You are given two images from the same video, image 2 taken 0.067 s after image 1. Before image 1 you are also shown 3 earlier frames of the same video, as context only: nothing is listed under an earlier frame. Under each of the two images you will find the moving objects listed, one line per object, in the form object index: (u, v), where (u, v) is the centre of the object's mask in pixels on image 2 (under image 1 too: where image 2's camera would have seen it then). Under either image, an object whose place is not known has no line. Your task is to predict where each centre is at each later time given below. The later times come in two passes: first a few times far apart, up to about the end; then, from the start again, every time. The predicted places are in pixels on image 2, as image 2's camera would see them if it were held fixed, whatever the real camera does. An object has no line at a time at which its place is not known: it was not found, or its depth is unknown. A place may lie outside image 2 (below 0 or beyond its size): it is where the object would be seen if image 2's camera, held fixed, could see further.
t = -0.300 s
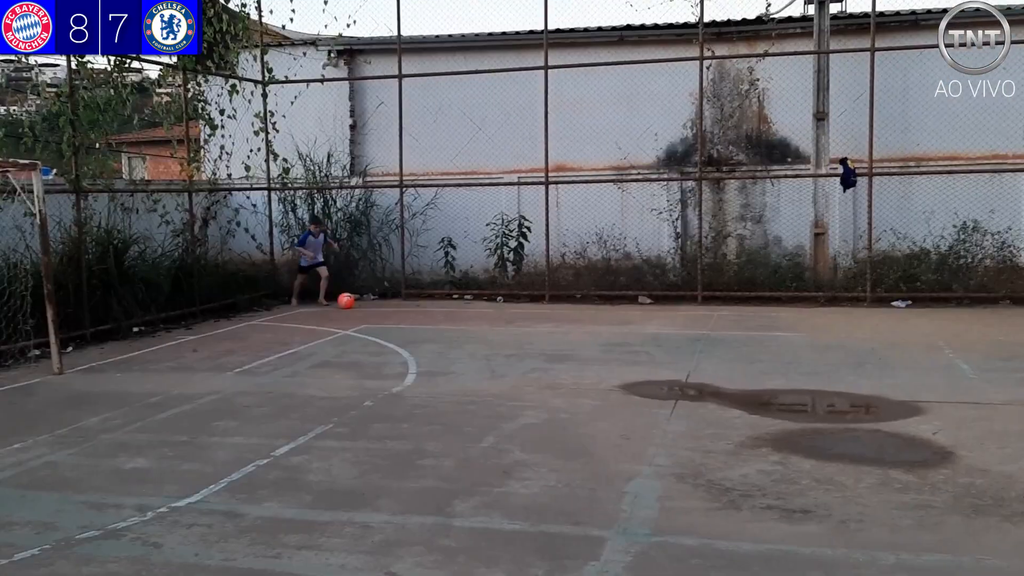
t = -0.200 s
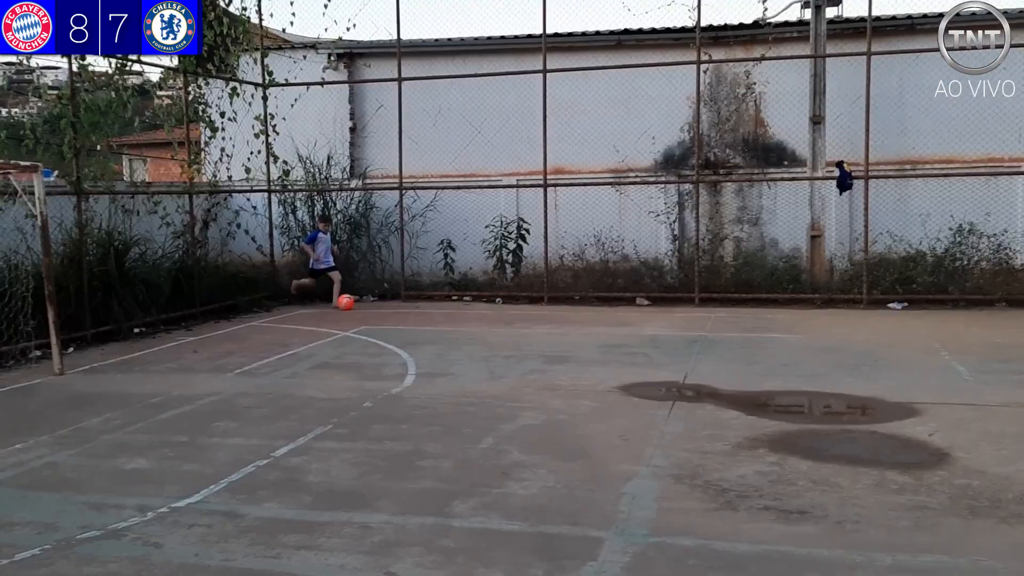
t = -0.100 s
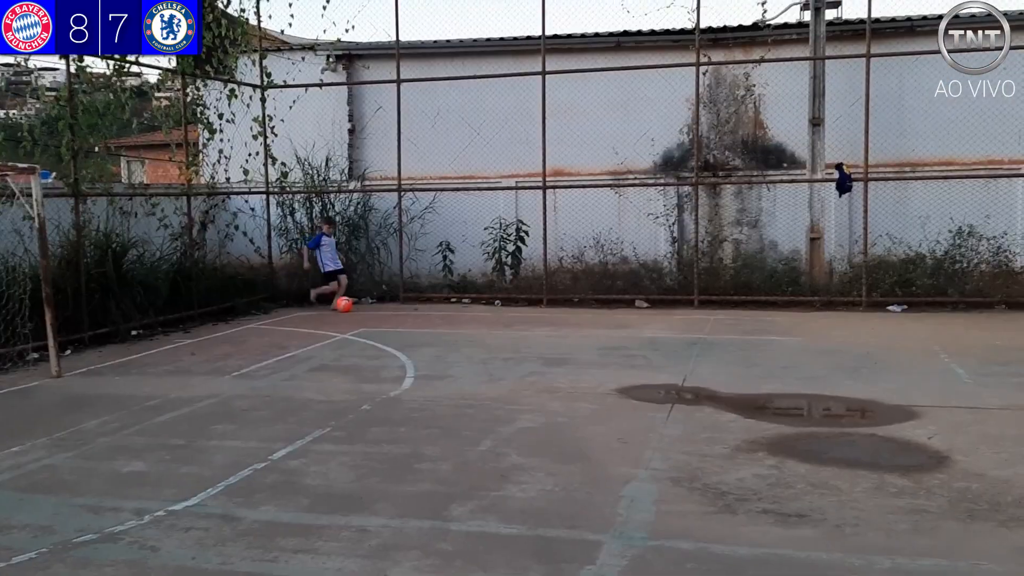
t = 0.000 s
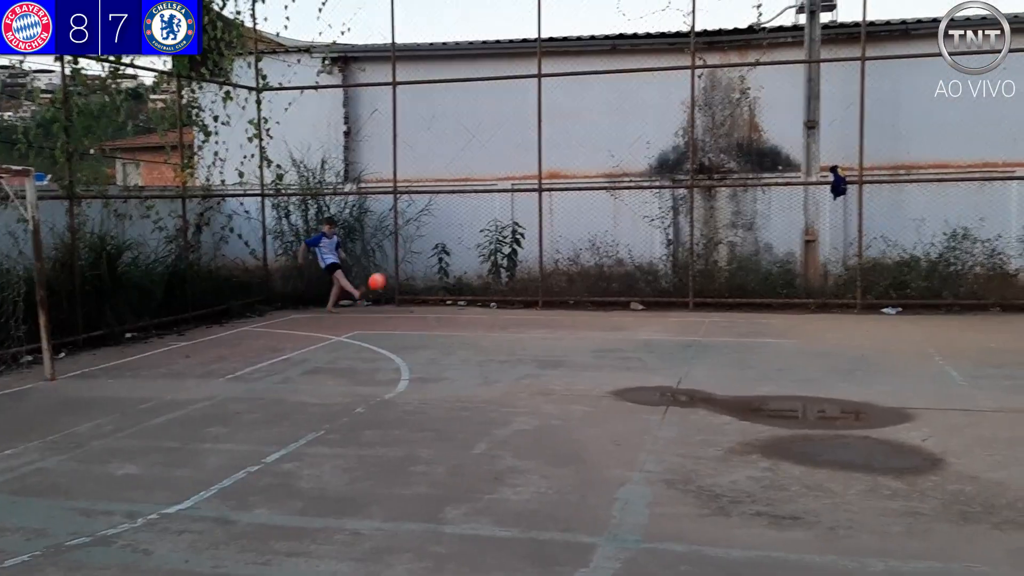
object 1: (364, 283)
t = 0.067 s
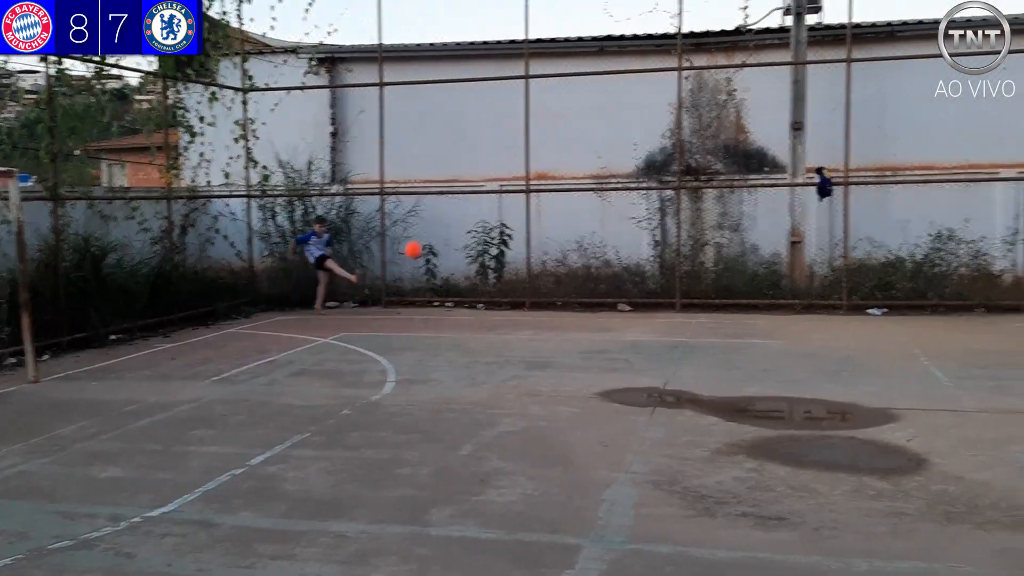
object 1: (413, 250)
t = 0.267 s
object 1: (582, 155)
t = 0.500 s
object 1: (828, 57)
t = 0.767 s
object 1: (1199, -24)
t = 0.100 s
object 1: (439, 234)
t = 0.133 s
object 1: (466, 218)
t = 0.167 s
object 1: (494, 202)
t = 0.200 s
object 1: (522, 186)
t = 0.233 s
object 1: (551, 171)
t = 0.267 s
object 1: (582, 155)
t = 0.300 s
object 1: (614, 140)
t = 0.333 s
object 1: (646, 126)
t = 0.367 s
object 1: (680, 111)
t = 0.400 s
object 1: (715, 97)
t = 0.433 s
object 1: (751, 84)
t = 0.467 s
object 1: (790, 70)
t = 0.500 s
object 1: (828, 57)
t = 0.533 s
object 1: (869, 45)
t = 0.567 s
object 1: (911, 33)
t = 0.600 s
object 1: (954, 22)
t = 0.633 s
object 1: (1000, 11)
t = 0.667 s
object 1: (1046, 1)
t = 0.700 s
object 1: (1095, -8)
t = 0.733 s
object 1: (1146, -16)
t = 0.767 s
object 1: (1199, -24)
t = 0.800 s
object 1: (1254, -30)
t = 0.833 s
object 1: (1311, -37)
